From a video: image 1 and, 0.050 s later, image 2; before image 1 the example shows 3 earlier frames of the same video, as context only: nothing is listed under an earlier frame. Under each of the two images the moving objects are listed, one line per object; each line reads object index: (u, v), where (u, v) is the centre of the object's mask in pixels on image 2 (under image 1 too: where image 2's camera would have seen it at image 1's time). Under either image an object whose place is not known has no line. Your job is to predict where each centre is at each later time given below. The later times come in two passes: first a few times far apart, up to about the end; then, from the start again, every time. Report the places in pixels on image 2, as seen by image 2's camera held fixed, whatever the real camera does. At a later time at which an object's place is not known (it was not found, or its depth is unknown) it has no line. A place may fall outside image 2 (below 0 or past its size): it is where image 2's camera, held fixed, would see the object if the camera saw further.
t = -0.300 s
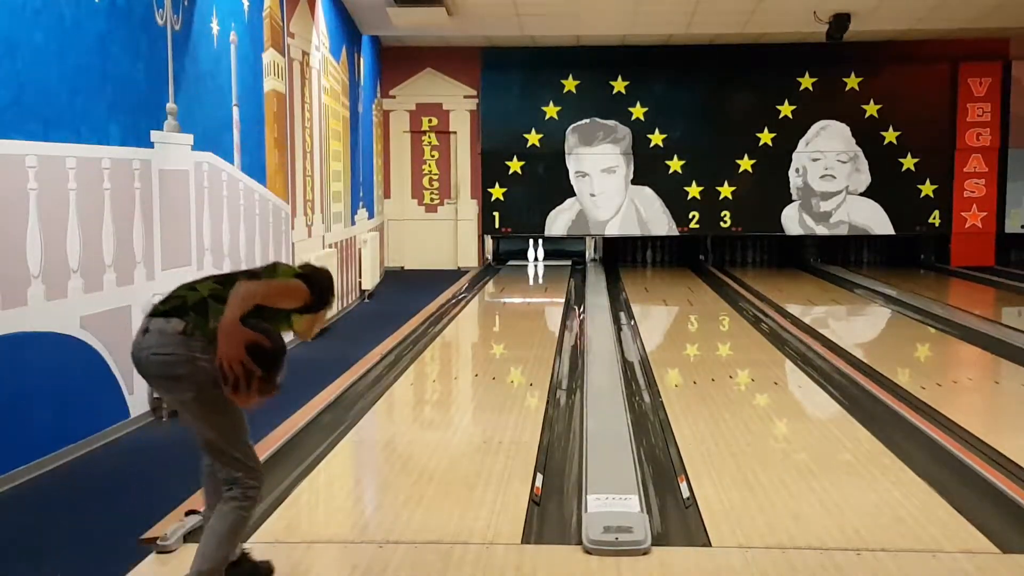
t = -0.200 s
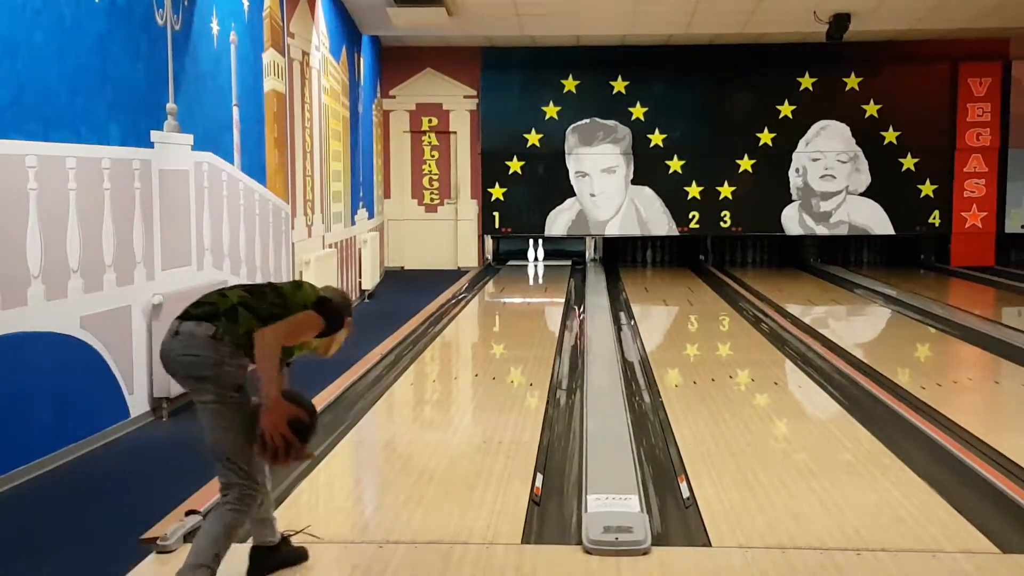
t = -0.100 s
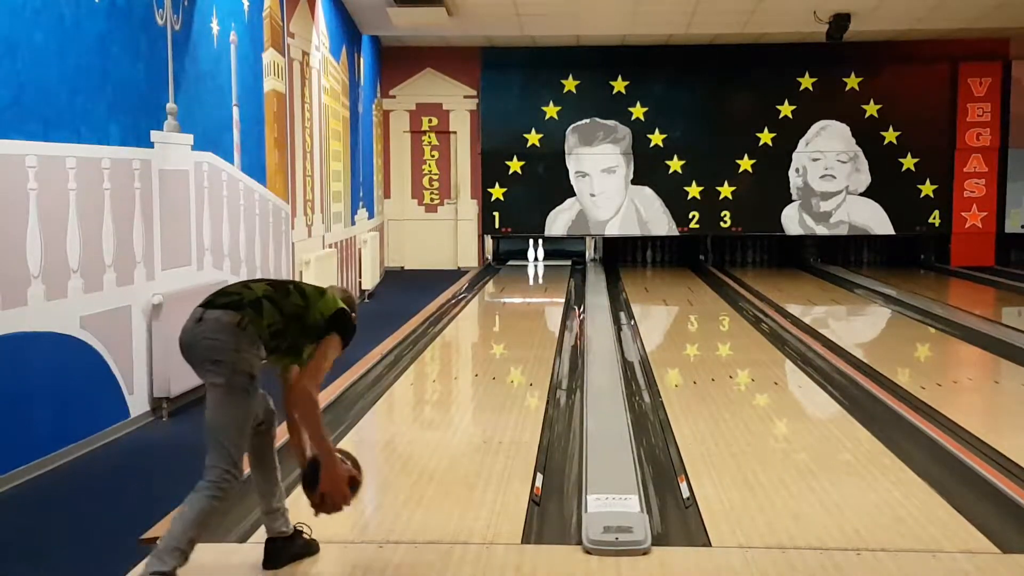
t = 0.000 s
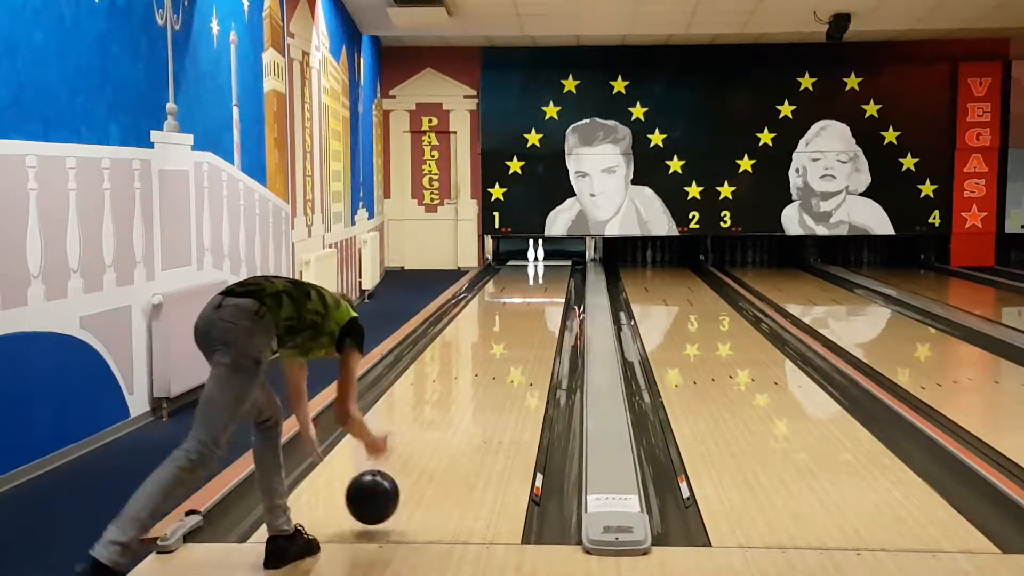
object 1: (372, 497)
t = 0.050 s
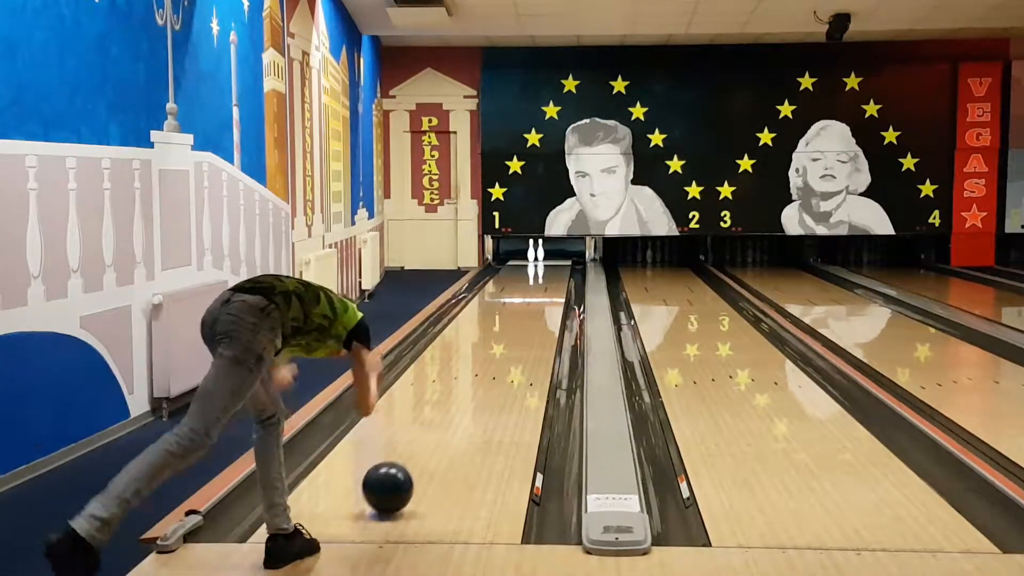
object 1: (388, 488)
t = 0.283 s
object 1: (442, 431)
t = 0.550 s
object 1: (482, 386)
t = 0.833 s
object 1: (511, 353)
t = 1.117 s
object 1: (531, 329)
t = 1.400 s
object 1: (544, 312)
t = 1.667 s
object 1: (552, 298)
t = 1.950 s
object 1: (555, 288)
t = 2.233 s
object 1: (555, 279)
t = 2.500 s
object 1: (553, 272)
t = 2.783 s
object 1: (552, 266)
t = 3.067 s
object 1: (550, 260)
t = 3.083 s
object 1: (550, 260)
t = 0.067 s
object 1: (392, 482)
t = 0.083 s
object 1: (397, 476)
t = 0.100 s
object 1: (401, 471)
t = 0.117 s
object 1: (406, 468)
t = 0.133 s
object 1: (410, 465)
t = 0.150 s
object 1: (414, 462)
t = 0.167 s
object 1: (418, 458)
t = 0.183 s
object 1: (421, 454)
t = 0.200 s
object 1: (425, 450)
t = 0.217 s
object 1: (429, 446)
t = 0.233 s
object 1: (432, 442)
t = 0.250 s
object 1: (435, 438)
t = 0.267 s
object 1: (439, 435)
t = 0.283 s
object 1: (442, 431)
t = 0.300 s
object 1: (445, 428)
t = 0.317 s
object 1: (448, 424)
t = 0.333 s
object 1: (451, 421)
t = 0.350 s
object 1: (454, 418)
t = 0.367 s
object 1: (456, 415)
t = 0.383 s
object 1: (459, 412)
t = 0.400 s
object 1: (462, 409)
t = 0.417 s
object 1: (464, 406)
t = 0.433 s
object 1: (467, 403)
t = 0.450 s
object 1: (469, 401)
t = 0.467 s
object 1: (471, 398)
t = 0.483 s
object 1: (474, 396)
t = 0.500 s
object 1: (476, 393)
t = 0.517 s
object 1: (478, 391)
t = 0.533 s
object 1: (480, 388)
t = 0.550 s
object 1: (482, 386)
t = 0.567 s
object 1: (484, 384)
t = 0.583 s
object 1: (486, 381)
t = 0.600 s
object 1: (488, 379)
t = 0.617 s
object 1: (490, 377)
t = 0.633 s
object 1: (492, 375)
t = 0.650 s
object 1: (494, 373)
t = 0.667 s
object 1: (496, 371)
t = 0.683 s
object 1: (497, 369)
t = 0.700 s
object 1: (499, 367)
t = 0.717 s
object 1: (501, 365)
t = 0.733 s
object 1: (502, 364)
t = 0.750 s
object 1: (504, 362)
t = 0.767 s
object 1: (505, 360)
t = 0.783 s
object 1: (507, 358)
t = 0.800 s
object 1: (508, 356)
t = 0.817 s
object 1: (510, 355)
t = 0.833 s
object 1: (511, 353)
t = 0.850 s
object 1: (513, 352)
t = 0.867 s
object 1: (514, 350)
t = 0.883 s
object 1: (515, 348)
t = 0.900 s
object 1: (517, 347)
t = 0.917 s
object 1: (518, 345)
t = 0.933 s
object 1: (519, 344)
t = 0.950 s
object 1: (520, 342)
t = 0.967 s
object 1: (522, 341)
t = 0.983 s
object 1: (523, 340)
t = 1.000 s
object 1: (524, 338)
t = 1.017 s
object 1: (525, 337)
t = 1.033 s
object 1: (526, 335)
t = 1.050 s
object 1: (527, 334)
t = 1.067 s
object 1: (528, 333)
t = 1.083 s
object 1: (529, 332)
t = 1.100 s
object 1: (530, 331)
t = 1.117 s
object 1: (531, 329)
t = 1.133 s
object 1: (532, 328)
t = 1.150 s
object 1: (533, 327)
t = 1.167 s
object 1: (534, 326)
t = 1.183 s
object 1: (535, 325)
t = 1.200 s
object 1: (536, 324)
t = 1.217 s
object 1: (537, 323)
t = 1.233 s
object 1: (537, 321)
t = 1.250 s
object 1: (538, 321)
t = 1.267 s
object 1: (539, 320)
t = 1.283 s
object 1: (540, 319)
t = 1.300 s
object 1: (541, 317)
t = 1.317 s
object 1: (541, 316)
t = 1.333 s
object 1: (542, 315)
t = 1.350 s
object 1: (543, 314)
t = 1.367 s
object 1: (543, 314)
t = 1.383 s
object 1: (544, 313)
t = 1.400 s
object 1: (544, 312)
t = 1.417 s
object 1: (545, 311)
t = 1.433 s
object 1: (546, 310)
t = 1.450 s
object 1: (546, 309)
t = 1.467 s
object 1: (547, 308)
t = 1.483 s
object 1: (547, 307)
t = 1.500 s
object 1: (548, 306)
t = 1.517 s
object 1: (548, 305)
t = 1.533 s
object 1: (549, 305)
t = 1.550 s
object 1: (549, 304)
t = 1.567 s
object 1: (549, 303)
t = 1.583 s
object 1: (550, 302)
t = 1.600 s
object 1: (550, 301)
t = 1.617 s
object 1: (551, 301)
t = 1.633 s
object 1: (551, 300)
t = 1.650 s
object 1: (551, 299)
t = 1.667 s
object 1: (552, 298)
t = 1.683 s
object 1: (552, 298)
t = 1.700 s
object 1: (552, 297)
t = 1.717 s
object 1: (553, 296)
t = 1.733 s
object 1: (553, 296)
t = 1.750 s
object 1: (553, 295)
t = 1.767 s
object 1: (553, 294)
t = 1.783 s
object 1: (554, 294)
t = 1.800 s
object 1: (554, 293)
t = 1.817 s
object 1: (554, 292)
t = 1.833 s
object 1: (554, 292)
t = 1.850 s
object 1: (555, 291)
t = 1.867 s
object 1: (555, 290)
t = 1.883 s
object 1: (555, 290)
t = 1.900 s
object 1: (555, 289)
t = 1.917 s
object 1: (555, 289)
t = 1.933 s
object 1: (555, 288)
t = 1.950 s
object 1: (555, 288)
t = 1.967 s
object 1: (555, 287)
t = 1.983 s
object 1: (556, 286)
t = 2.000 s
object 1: (556, 286)
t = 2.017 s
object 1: (556, 285)
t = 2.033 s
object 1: (556, 284)
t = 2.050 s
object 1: (556, 284)
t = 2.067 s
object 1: (556, 284)
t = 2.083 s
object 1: (556, 283)
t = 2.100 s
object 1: (556, 283)
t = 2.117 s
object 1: (556, 282)
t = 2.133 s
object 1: (556, 282)
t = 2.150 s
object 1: (556, 281)
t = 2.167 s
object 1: (556, 281)
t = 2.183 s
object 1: (555, 280)
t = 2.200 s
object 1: (555, 280)
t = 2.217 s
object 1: (555, 279)
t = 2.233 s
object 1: (555, 279)
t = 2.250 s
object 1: (555, 279)
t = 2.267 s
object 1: (555, 278)
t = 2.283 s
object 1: (555, 277)
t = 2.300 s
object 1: (555, 277)
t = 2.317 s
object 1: (555, 276)
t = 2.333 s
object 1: (555, 276)
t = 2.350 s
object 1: (555, 276)
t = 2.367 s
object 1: (554, 275)
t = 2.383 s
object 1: (554, 275)
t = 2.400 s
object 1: (554, 274)
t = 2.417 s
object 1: (554, 274)
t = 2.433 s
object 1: (554, 273)
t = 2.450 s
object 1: (554, 273)
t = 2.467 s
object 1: (554, 273)
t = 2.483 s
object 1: (554, 272)
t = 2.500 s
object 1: (553, 272)
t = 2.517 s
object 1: (553, 271)
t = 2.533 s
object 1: (553, 271)
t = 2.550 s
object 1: (553, 270)
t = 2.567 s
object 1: (553, 270)
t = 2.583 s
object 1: (553, 270)
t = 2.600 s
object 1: (553, 269)
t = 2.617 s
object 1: (553, 269)
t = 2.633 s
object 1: (552, 268)
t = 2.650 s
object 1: (552, 268)
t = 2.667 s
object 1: (552, 268)
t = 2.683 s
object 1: (552, 268)
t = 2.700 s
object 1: (552, 267)
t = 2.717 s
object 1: (552, 267)
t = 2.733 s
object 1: (552, 267)
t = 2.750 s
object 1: (552, 267)
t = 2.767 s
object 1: (552, 266)
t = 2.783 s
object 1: (552, 266)
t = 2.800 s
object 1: (551, 265)
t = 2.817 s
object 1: (551, 265)
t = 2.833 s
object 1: (551, 264)
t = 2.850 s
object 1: (551, 264)
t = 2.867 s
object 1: (551, 265)
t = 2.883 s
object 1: (551, 265)
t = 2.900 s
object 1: (551, 264)
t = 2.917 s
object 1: (550, 264)
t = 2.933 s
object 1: (550, 264)
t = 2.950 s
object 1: (550, 264)
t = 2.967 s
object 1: (550, 262)
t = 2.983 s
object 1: (550, 262)
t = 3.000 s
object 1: (550, 261)
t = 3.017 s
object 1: (550, 261)
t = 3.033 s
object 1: (550, 260)
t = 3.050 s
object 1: (550, 260)
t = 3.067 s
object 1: (550, 260)
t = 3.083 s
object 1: (550, 260)
